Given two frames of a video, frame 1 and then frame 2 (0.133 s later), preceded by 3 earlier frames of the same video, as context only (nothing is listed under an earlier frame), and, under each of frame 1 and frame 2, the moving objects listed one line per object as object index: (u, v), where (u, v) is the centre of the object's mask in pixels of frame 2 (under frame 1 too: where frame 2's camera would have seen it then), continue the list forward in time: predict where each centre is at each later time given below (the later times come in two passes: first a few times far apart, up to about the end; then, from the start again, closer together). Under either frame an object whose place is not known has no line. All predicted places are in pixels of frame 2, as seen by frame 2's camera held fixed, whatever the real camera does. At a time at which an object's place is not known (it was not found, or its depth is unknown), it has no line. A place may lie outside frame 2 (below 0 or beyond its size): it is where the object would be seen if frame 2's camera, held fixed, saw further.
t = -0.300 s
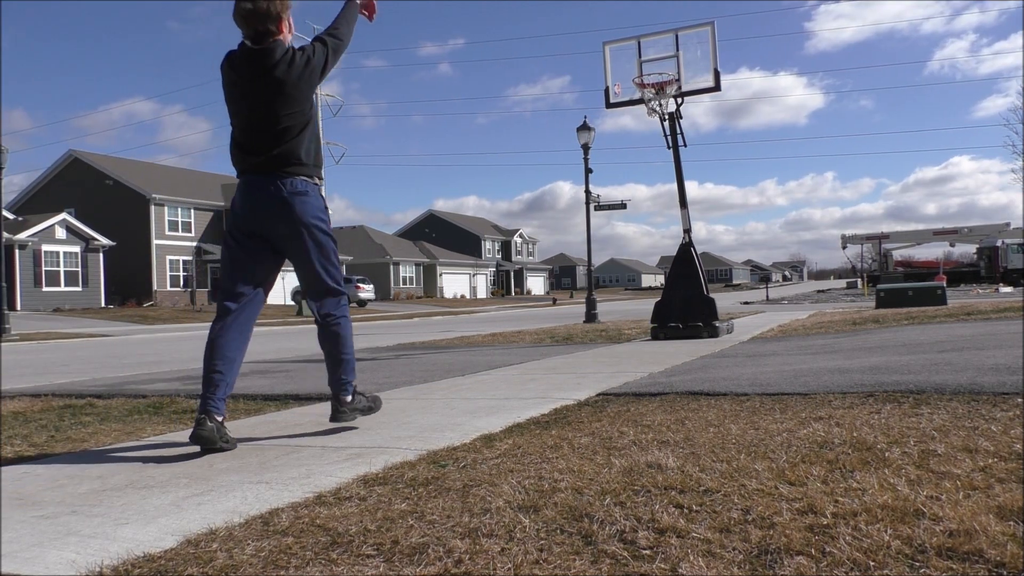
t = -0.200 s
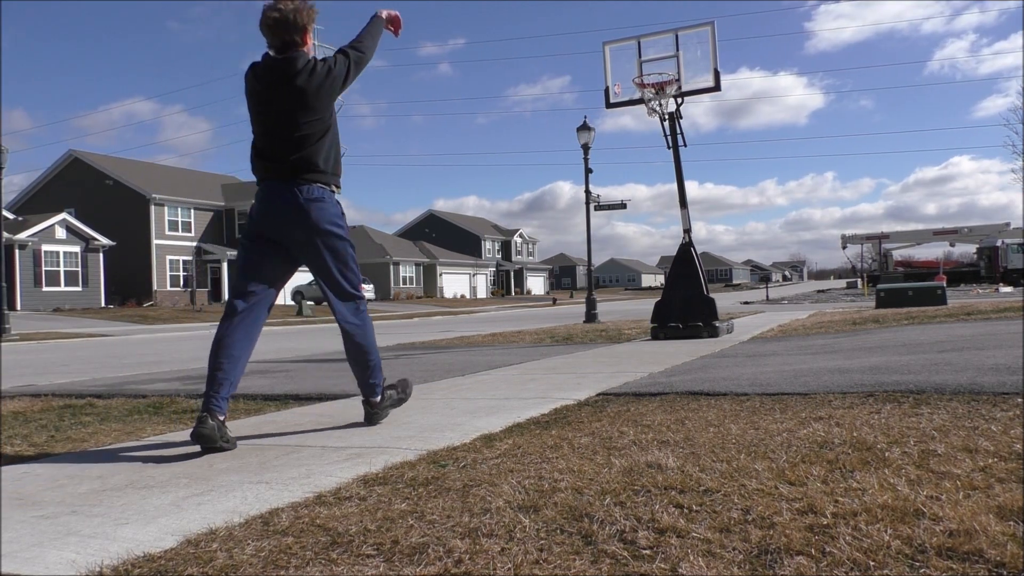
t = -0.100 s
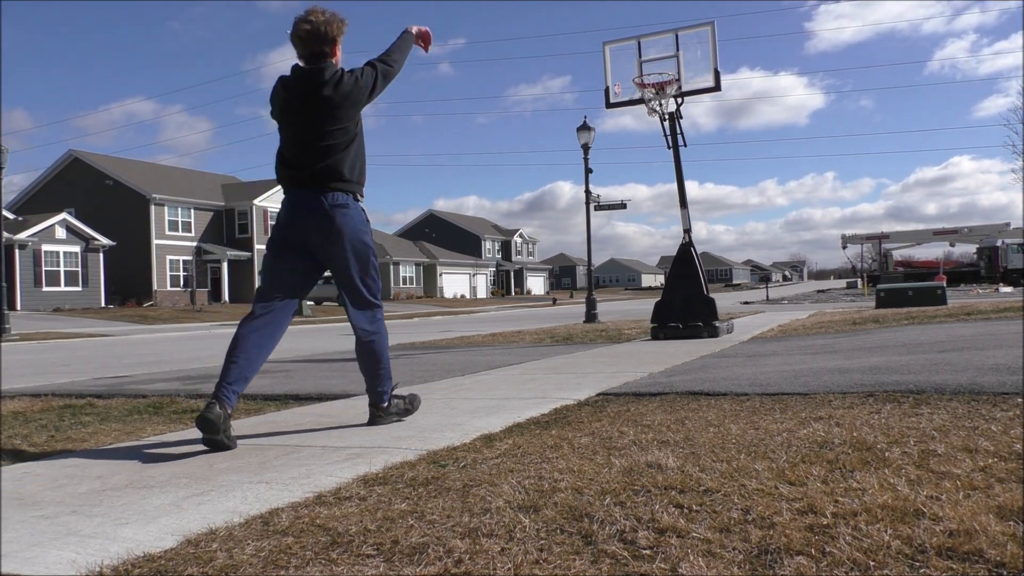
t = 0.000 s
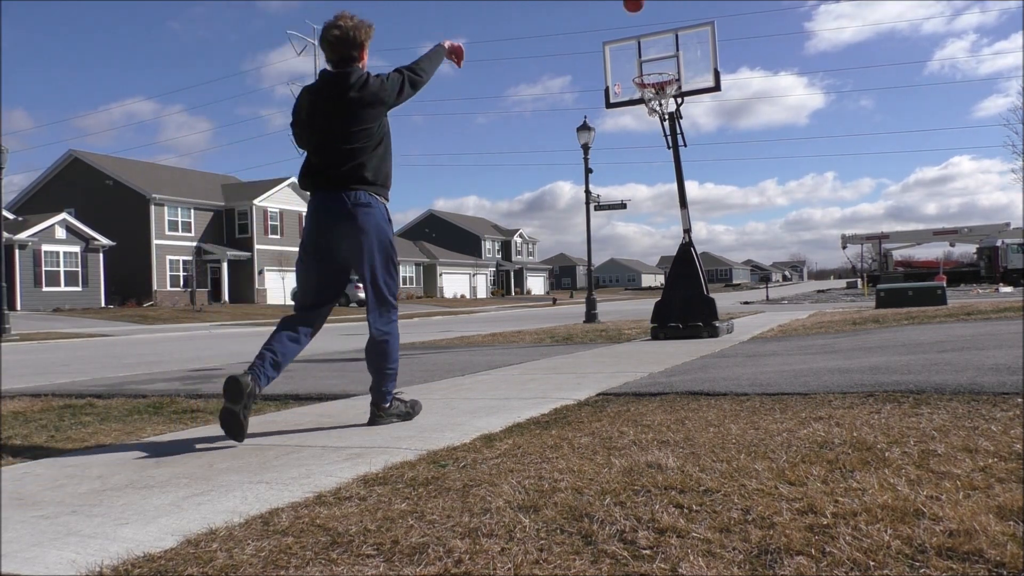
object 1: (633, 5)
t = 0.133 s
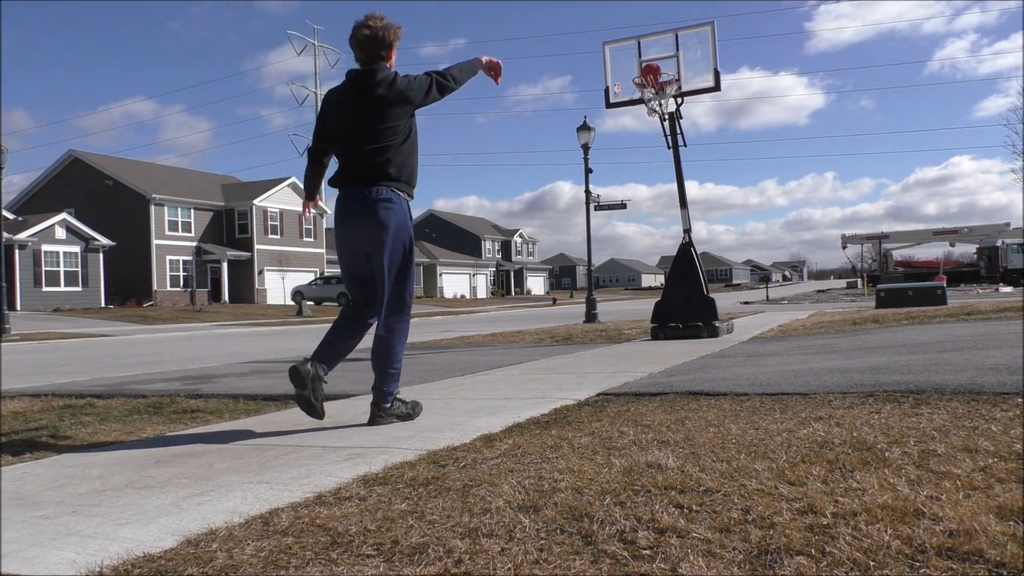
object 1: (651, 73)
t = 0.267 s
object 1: (660, 121)
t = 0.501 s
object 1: (673, 234)
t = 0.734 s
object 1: (682, 301)
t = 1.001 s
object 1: (680, 214)
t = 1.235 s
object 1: (682, 189)
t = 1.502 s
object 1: (687, 232)
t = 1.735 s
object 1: (696, 345)
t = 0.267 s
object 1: (660, 121)
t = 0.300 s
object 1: (661, 134)
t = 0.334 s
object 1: (663, 147)
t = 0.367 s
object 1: (665, 162)
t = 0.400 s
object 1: (667, 178)
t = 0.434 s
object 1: (669, 196)
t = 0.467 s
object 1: (671, 214)
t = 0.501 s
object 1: (673, 234)
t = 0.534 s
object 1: (675, 254)
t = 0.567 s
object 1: (677, 276)
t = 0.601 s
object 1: (680, 300)
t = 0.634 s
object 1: (682, 325)
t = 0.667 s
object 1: (684, 330)
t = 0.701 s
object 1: (683, 315)
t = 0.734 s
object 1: (682, 301)
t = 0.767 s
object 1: (682, 287)
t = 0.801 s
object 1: (682, 274)
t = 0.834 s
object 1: (682, 262)
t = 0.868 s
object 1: (681, 250)
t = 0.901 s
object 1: (681, 240)
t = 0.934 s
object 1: (681, 230)
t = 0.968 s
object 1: (681, 221)
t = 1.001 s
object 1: (680, 214)
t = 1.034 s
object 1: (681, 207)
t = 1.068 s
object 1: (680, 202)
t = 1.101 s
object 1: (681, 197)
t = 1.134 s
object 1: (681, 193)
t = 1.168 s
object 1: (681, 191)
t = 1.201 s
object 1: (681, 190)
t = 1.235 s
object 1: (682, 189)
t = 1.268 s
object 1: (682, 190)
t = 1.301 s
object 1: (682, 192)
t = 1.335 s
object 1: (683, 195)
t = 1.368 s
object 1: (683, 200)
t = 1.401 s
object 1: (684, 206)
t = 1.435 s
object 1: (685, 213)
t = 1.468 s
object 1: (686, 222)
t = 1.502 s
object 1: (687, 232)
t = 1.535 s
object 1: (688, 243)
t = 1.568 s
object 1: (689, 256)
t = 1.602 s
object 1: (690, 270)
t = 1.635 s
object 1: (692, 287)
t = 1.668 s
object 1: (693, 304)
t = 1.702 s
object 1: (695, 324)
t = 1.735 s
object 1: (696, 345)
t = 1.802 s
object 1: (694, 324)
